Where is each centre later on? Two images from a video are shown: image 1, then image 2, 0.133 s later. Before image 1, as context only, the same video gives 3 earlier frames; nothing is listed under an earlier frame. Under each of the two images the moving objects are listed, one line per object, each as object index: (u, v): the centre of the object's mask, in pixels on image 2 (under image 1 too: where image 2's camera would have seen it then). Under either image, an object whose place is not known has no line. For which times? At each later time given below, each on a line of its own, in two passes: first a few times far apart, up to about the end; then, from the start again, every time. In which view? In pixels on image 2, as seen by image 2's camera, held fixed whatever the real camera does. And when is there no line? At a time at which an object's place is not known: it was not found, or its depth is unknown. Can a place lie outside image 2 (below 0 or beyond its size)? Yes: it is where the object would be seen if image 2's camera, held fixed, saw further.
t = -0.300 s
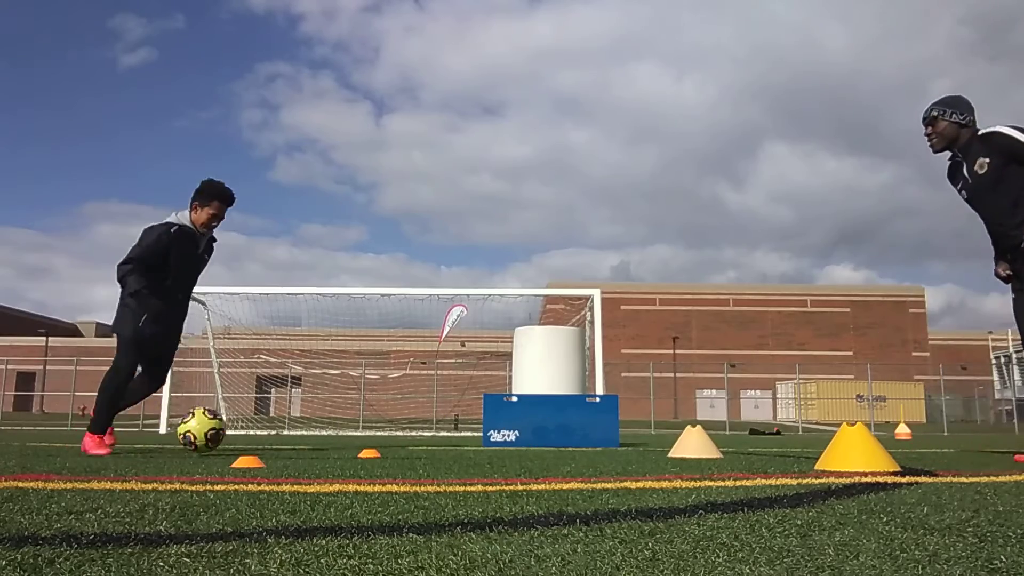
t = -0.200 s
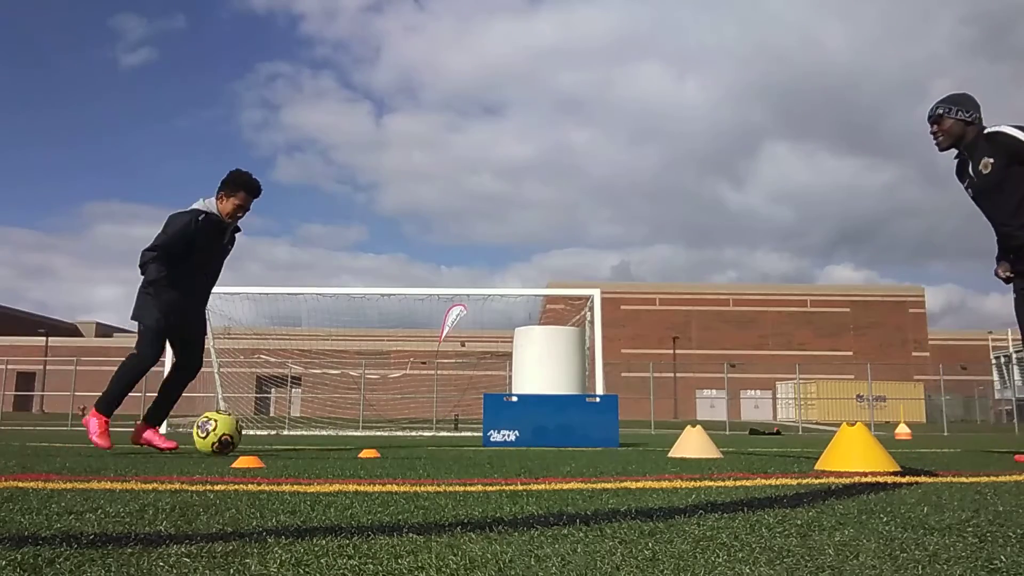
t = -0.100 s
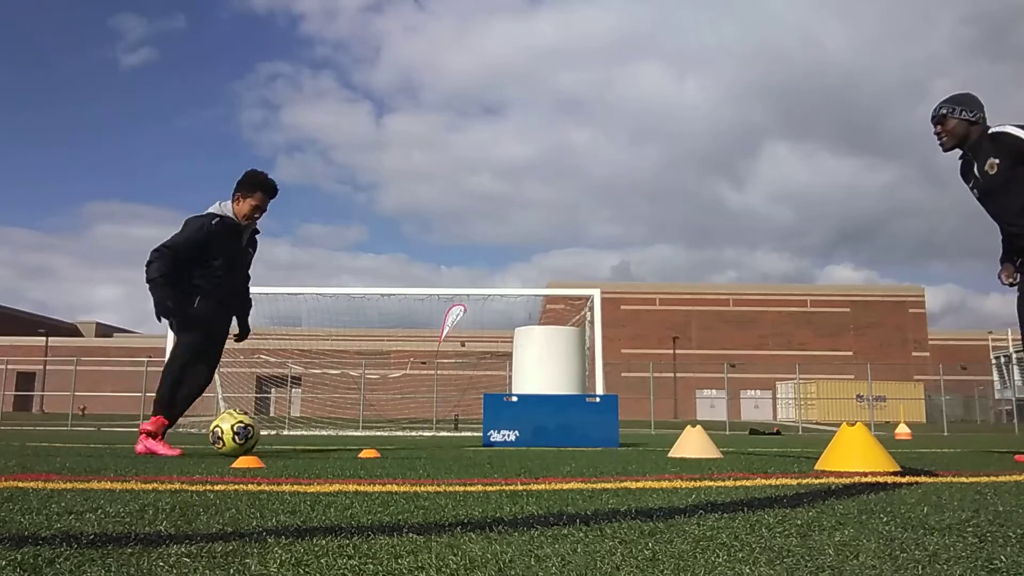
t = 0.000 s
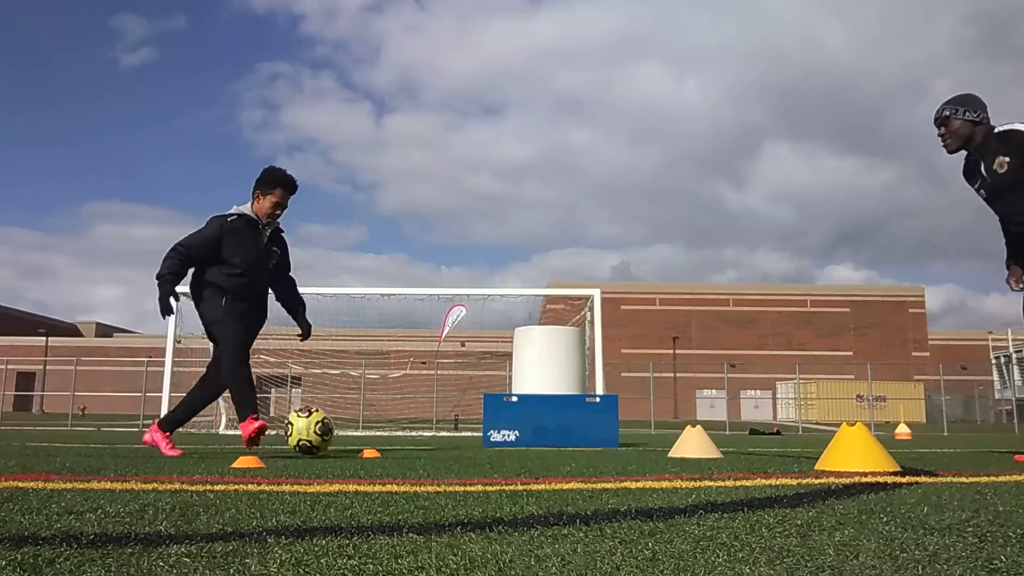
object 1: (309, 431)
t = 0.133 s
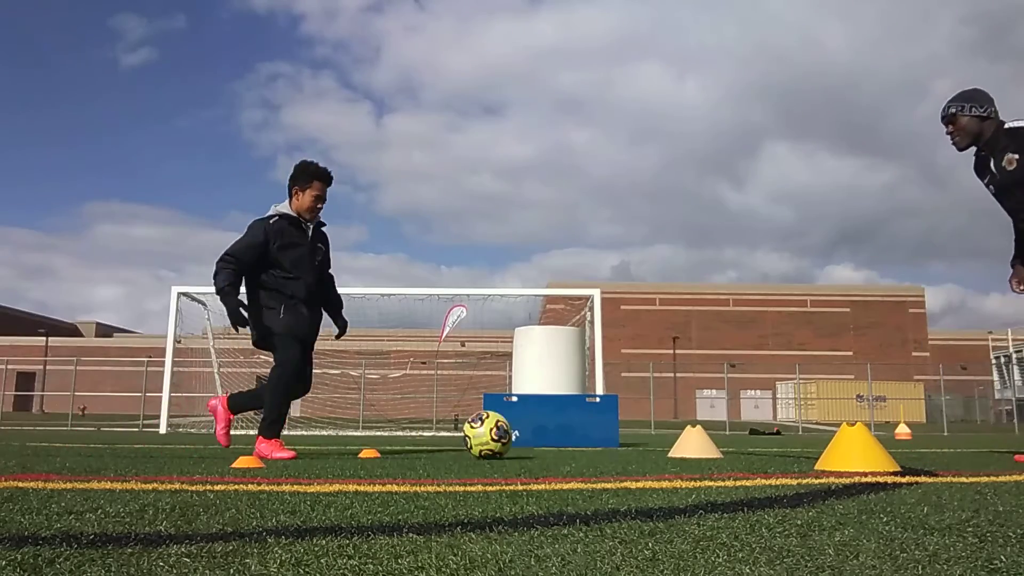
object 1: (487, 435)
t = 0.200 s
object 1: (570, 432)
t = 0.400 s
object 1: (802, 435)
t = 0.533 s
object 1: (936, 435)
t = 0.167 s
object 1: (528, 432)
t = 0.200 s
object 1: (570, 432)
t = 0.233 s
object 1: (611, 433)
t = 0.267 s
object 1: (652, 435)
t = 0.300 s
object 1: (691, 433)
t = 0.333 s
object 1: (728, 434)
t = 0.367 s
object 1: (767, 435)
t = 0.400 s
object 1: (802, 435)
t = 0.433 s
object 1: (829, 426)
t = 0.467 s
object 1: (877, 427)
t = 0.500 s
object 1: (906, 436)
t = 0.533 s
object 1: (936, 435)
